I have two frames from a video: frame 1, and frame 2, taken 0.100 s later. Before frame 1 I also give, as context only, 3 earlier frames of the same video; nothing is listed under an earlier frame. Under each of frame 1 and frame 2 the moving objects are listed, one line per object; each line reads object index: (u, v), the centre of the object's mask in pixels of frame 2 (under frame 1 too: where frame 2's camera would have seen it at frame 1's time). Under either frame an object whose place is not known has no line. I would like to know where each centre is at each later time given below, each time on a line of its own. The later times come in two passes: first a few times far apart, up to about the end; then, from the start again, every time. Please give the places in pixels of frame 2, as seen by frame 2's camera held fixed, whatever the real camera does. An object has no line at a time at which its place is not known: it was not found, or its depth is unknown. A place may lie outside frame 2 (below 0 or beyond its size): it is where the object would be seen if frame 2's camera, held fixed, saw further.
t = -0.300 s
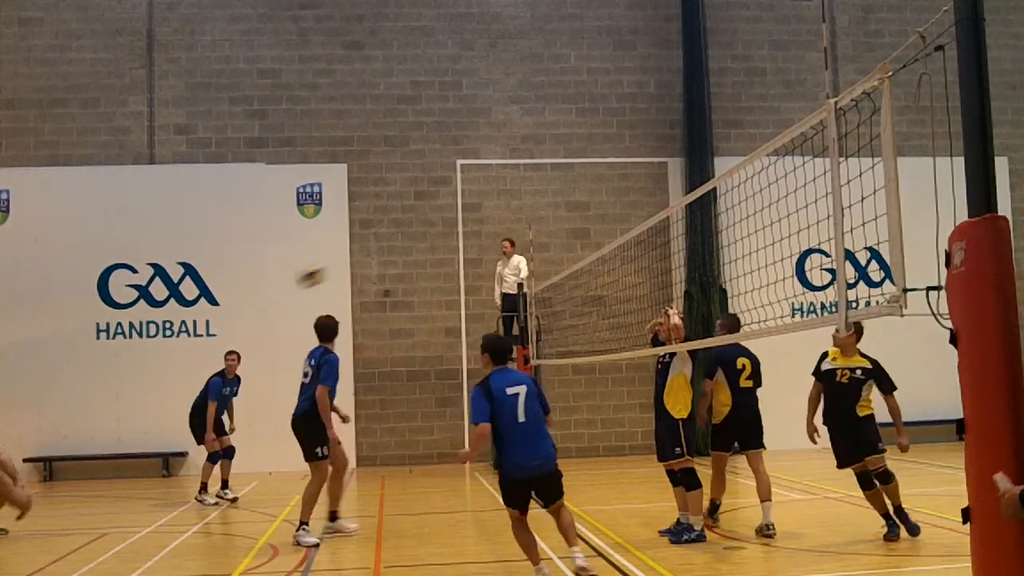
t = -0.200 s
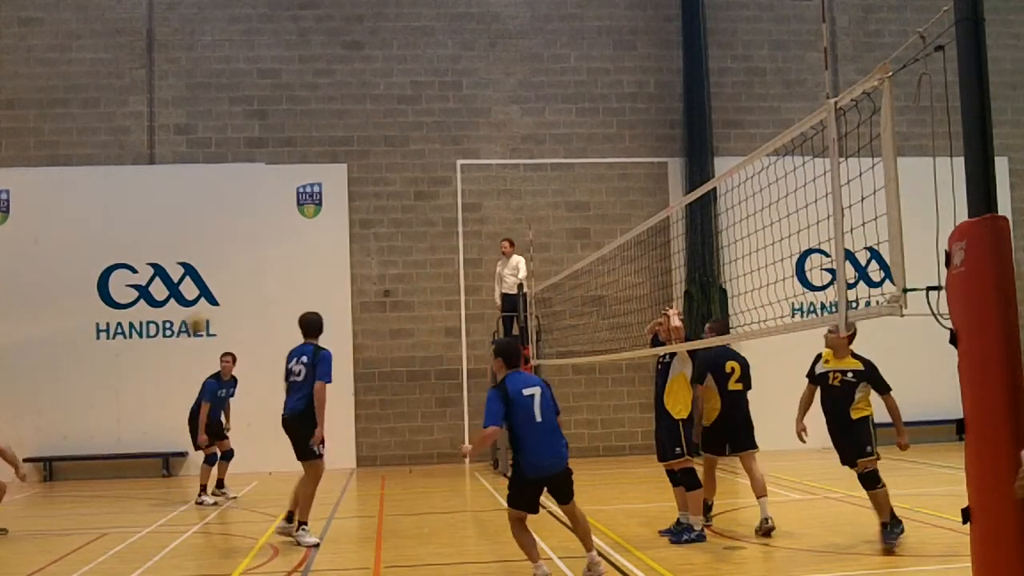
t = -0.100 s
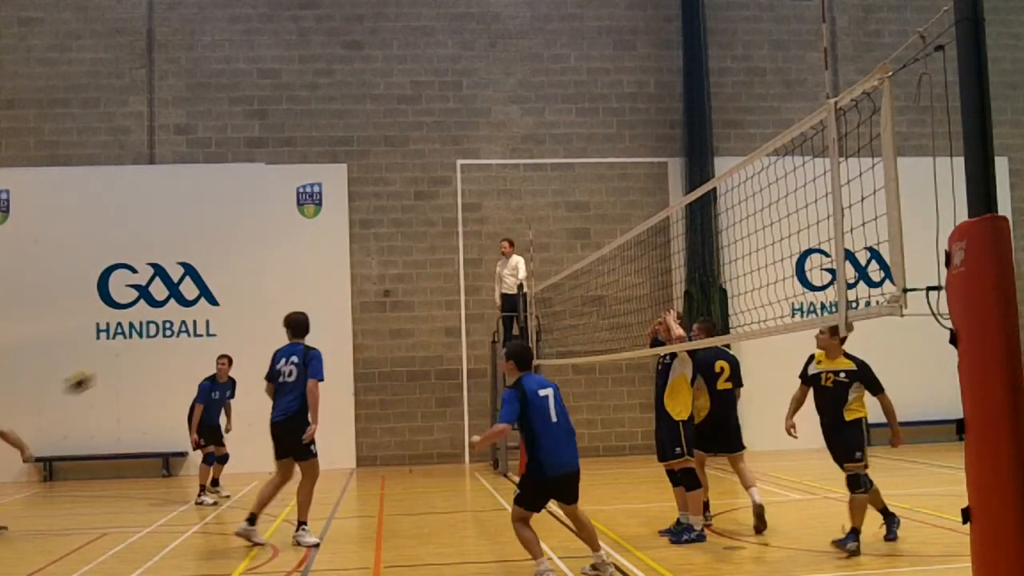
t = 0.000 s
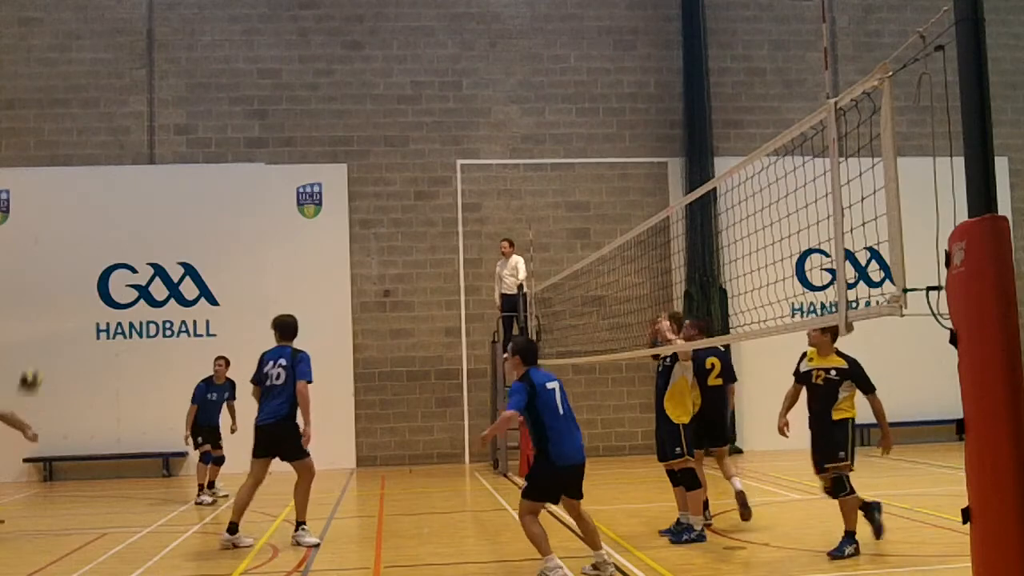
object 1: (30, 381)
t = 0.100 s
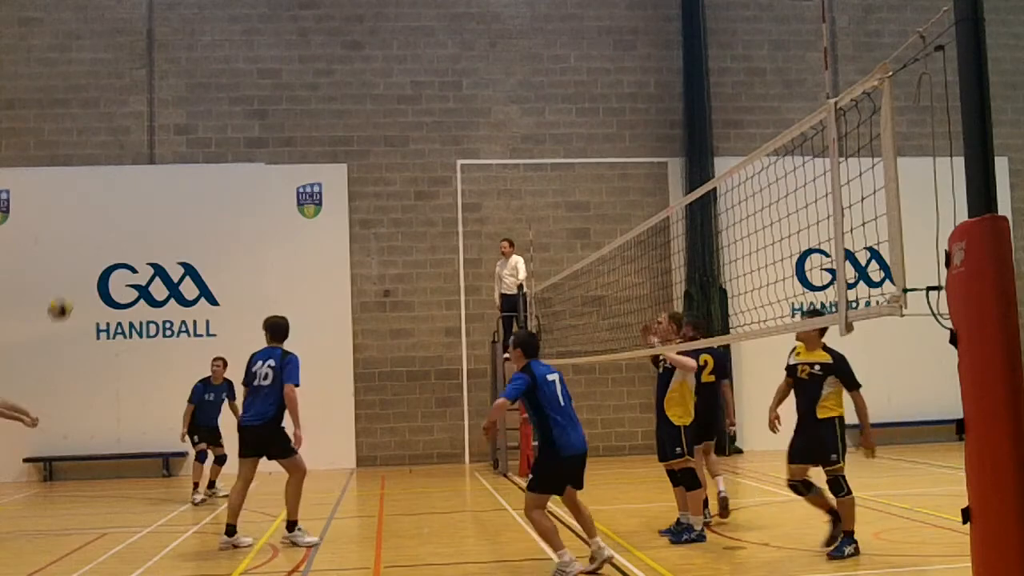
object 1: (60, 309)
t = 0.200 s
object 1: (90, 243)
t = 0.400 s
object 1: (152, 141)
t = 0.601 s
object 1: (215, 77)
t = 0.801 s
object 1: (282, 57)
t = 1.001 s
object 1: (351, 78)
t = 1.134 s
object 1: (403, 120)
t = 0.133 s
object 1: (70, 285)
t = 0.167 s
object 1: (80, 265)
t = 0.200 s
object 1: (90, 243)
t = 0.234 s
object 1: (100, 224)
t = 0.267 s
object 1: (110, 205)
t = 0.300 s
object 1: (121, 187)
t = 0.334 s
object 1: (131, 170)
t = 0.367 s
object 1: (142, 155)
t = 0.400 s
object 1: (152, 141)
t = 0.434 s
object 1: (160, 128)
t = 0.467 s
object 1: (172, 117)
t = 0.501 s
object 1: (182, 105)
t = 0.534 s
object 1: (193, 94)
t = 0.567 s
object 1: (205, 86)
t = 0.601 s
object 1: (215, 77)
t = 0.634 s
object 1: (224, 72)
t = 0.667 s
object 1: (237, 67)
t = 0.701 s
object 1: (248, 62)
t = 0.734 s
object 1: (259, 60)
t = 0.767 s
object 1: (271, 58)
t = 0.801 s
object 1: (282, 57)
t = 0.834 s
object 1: (294, 57)
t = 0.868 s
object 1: (305, 59)
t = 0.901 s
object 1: (315, 62)
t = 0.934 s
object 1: (327, 66)
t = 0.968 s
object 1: (339, 71)
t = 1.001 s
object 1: (351, 78)
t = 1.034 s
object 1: (364, 87)
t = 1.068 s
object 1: (377, 97)
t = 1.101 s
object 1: (389, 109)
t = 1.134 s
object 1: (403, 120)
